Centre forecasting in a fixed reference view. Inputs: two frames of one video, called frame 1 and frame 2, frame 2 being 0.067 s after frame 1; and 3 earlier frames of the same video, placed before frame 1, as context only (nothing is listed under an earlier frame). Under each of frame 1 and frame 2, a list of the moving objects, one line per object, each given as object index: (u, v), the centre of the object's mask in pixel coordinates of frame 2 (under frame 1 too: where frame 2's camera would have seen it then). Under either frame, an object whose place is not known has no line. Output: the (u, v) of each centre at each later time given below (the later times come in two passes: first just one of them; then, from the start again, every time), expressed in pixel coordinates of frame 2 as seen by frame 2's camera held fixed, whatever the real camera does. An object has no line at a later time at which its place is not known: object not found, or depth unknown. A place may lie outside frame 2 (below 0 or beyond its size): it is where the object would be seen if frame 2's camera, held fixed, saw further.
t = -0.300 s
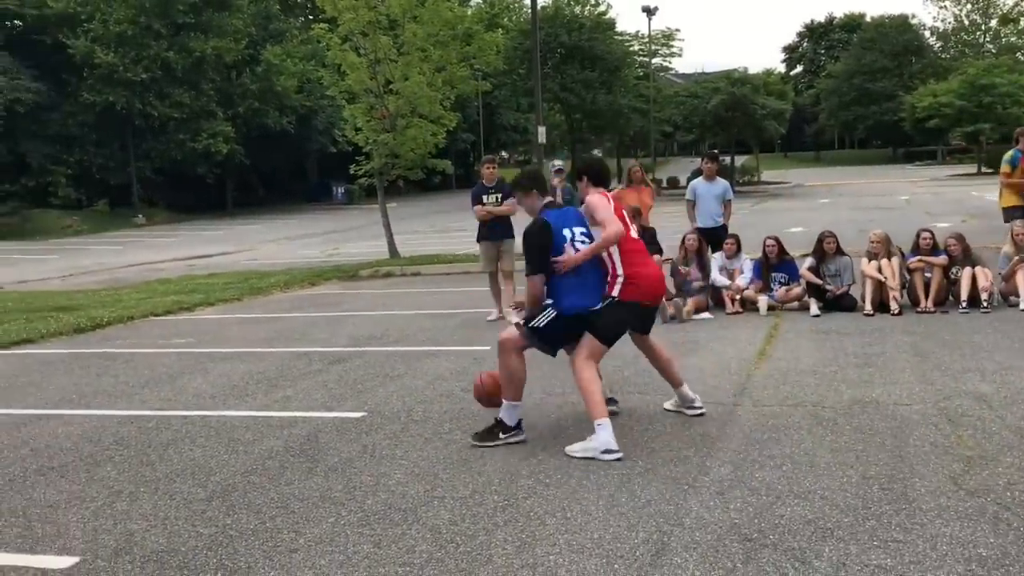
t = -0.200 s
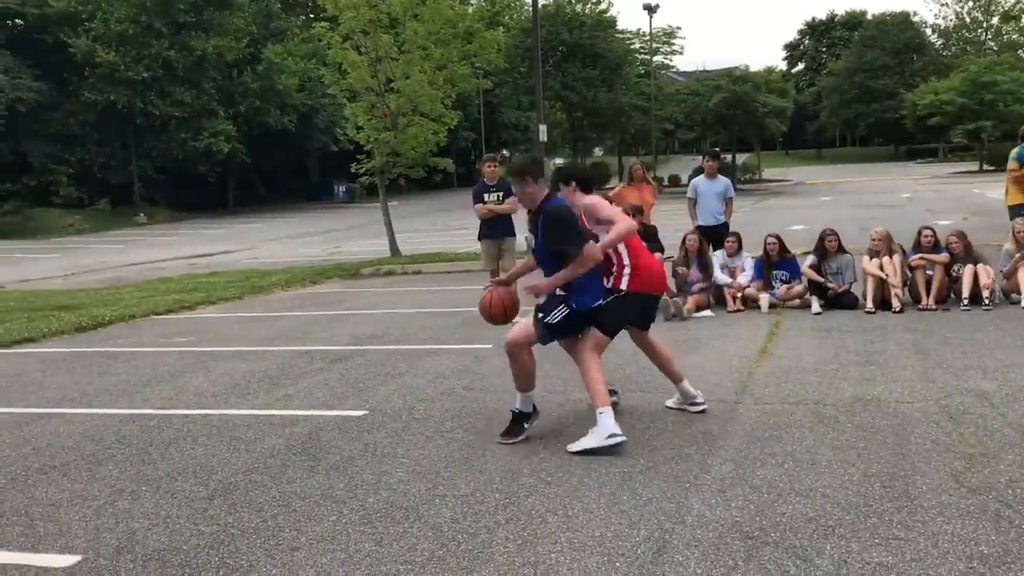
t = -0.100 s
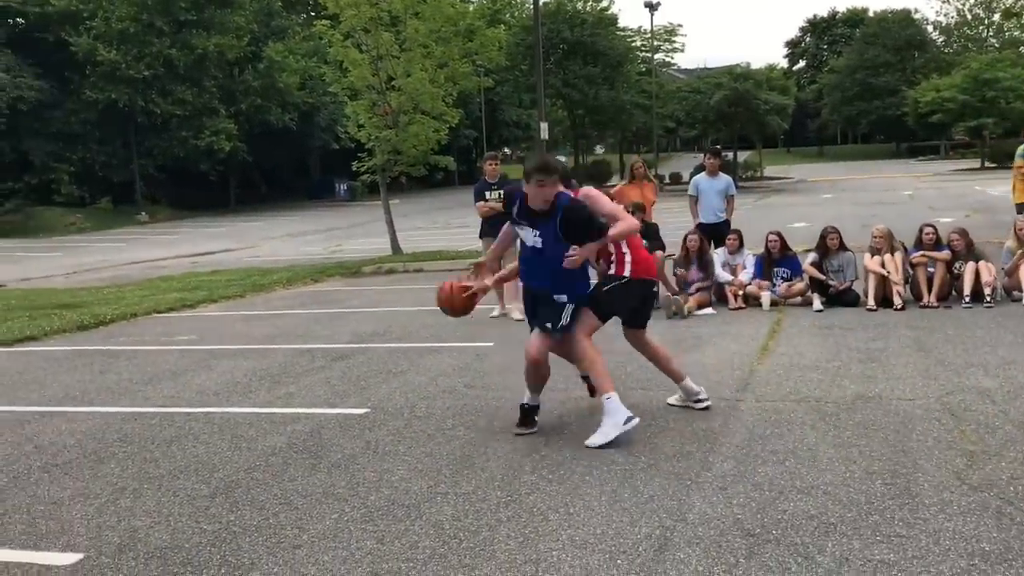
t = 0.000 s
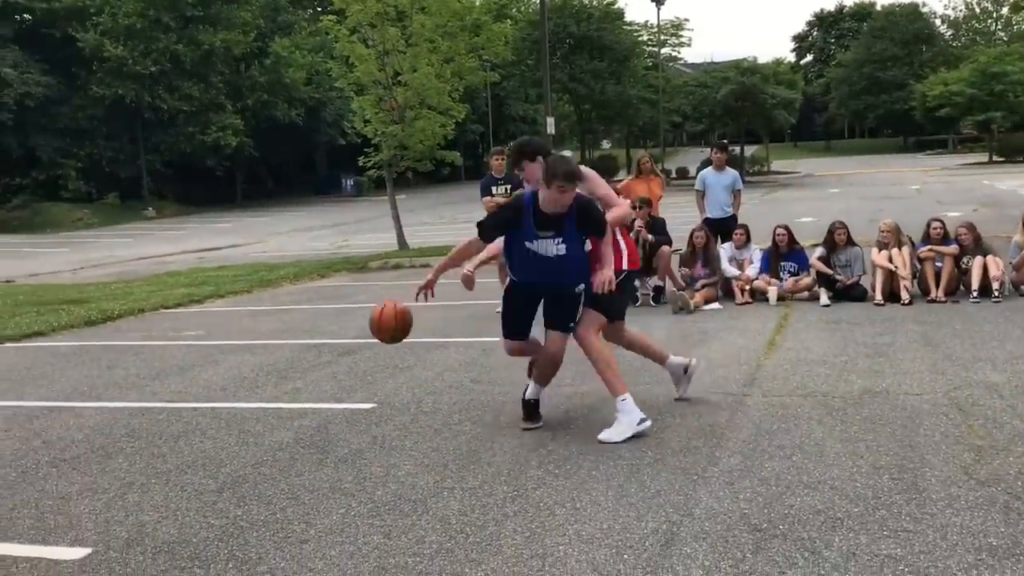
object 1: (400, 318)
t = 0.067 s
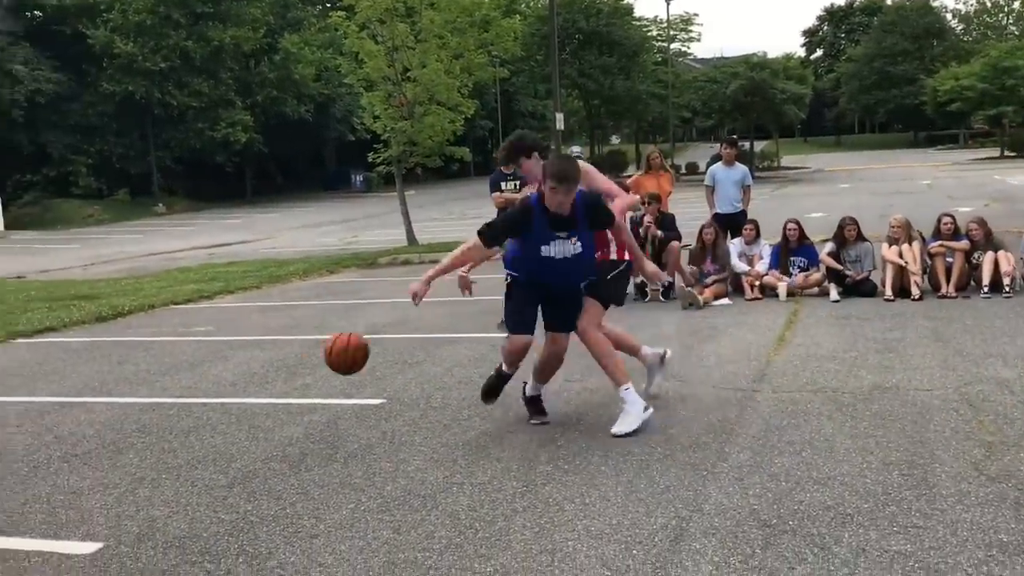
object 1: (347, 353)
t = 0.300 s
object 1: (181, 407)
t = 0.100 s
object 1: (319, 374)
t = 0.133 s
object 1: (291, 398)
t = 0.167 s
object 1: (263, 423)
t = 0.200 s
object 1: (235, 453)
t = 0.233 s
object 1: (218, 438)
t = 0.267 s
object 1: (199, 422)
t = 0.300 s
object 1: (181, 407)
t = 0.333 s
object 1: (162, 395)
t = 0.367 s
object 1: (145, 385)
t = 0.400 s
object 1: (126, 376)
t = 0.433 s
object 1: (109, 370)
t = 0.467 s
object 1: (91, 365)
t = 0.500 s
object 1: (74, 363)
